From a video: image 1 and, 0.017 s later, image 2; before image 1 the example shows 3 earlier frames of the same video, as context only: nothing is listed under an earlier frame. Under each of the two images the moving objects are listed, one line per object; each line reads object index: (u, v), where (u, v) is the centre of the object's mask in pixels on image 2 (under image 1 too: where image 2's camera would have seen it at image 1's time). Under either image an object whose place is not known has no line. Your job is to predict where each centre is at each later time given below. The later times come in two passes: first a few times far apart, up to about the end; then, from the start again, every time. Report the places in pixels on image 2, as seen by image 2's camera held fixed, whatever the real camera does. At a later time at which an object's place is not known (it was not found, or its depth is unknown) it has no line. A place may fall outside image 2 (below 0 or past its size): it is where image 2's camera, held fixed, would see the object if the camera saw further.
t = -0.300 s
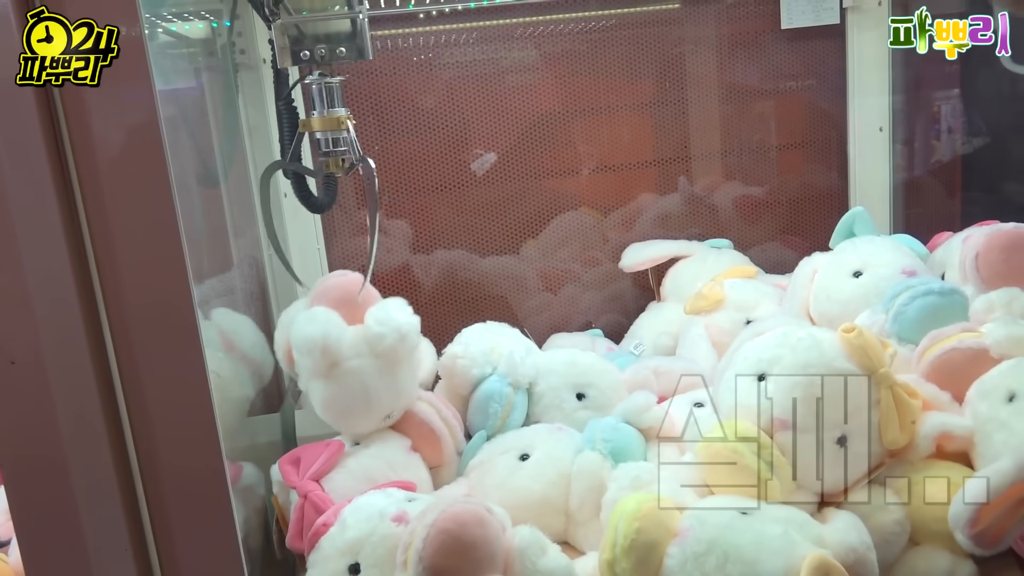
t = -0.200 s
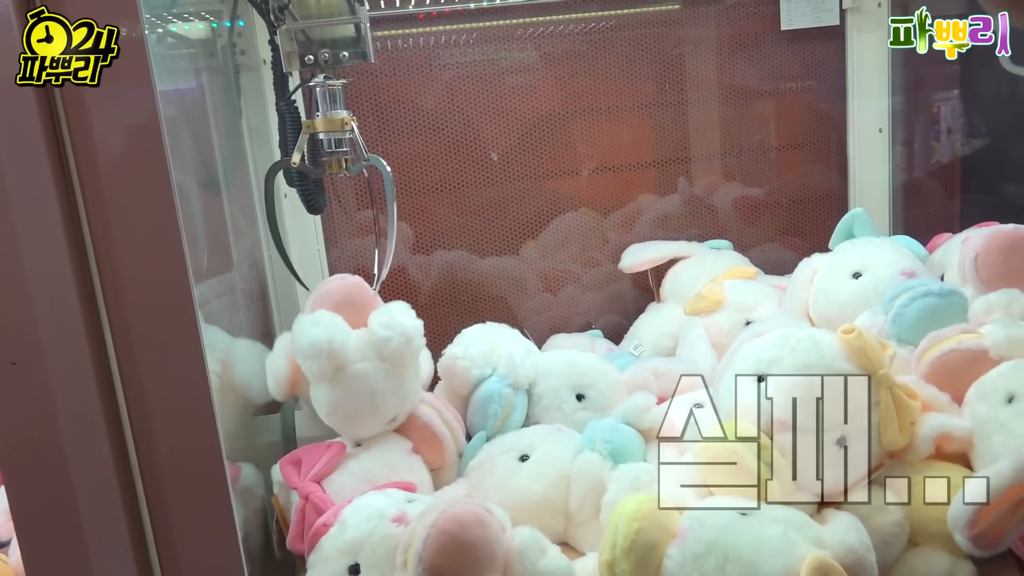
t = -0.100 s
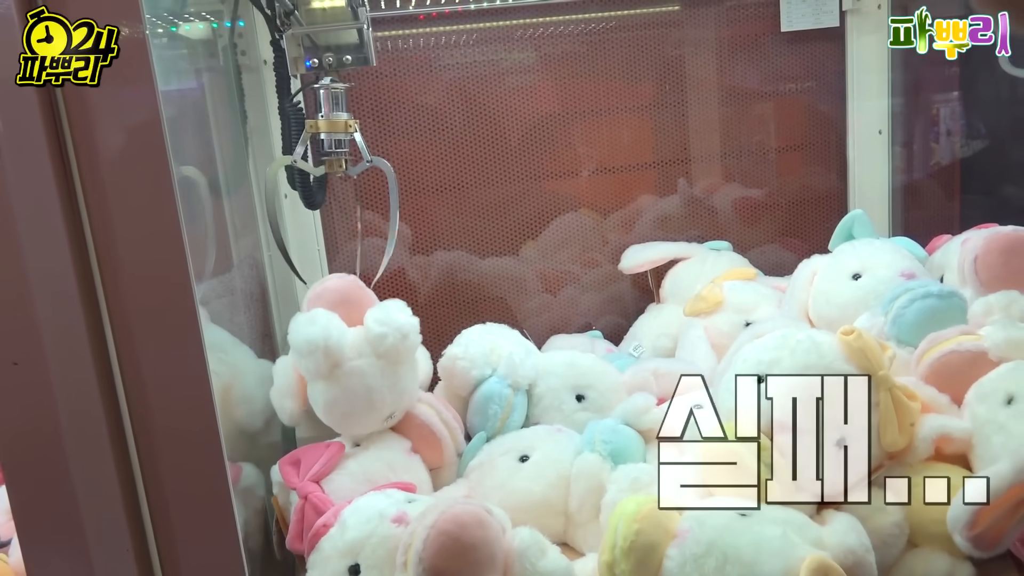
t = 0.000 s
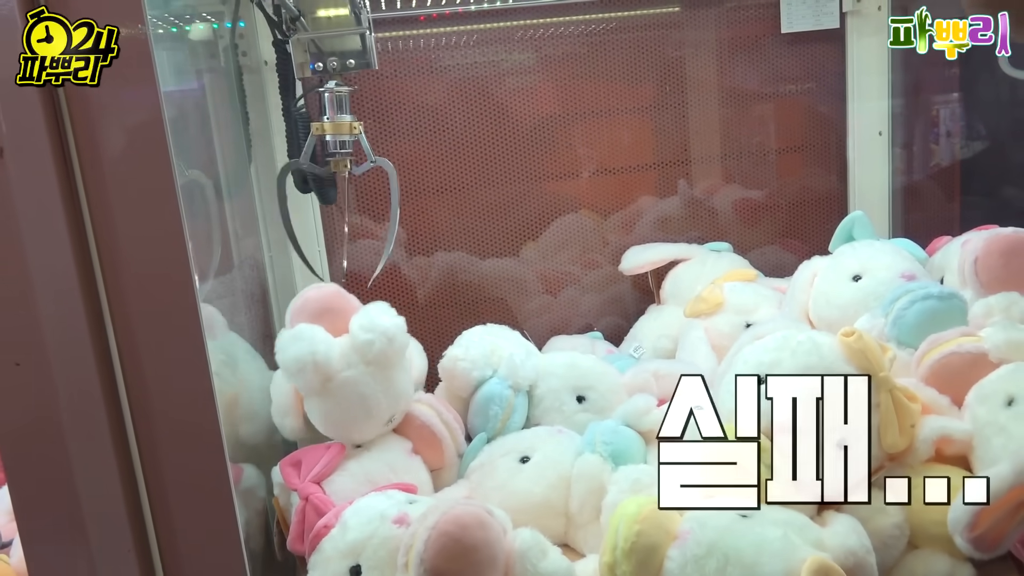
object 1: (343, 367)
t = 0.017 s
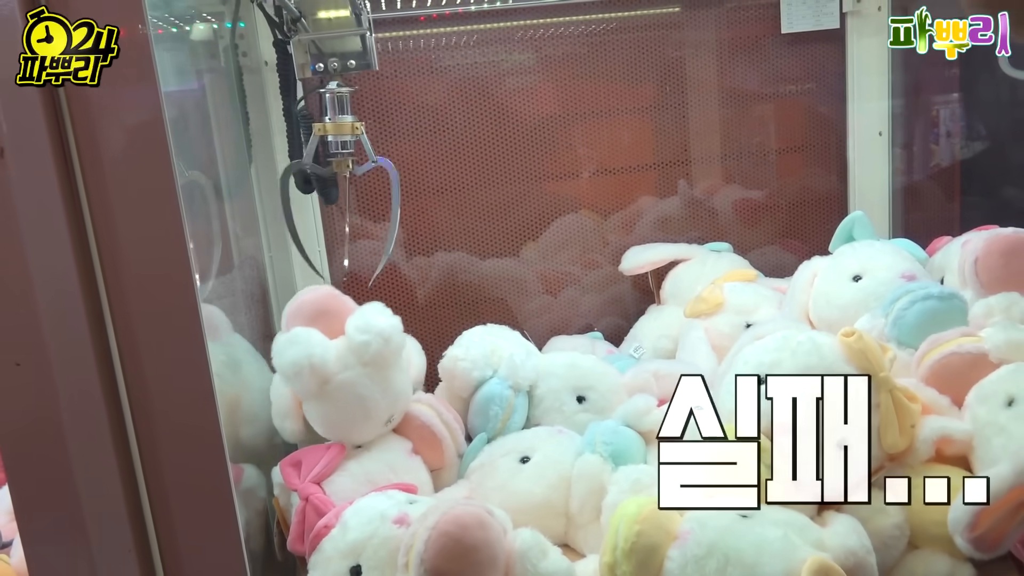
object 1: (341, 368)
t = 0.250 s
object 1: (331, 374)
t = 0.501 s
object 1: (332, 374)
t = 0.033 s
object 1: (339, 370)
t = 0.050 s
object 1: (338, 371)
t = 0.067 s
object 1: (336, 371)
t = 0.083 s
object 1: (335, 372)
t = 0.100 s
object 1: (333, 373)
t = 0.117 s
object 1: (332, 373)
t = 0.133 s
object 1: (331, 373)
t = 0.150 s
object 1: (330, 374)
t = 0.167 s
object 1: (330, 374)
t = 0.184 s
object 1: (330, 374)
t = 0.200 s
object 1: (330, 374)
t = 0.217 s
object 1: (331, 374)
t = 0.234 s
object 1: (331, 374)
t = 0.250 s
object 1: (331, 374)
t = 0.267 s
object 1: (331, 374)
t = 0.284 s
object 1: (331, 374)
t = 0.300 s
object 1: (331, 374)
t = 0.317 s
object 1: (331, 374)
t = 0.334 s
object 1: (331, 374)
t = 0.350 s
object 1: (331, 374)
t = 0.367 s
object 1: (331, 374)
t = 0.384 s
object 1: (331, 374)
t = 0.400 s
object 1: (331, 374)
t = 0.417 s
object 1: (331, 374)
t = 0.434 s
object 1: (331, 374)
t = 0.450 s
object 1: (331, 374)
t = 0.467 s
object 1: (332, 374)
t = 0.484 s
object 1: (332, 374)
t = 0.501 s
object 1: (332, 374)
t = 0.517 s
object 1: (332, 374)
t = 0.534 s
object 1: (332, 374)
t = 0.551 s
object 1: (332, 374)
